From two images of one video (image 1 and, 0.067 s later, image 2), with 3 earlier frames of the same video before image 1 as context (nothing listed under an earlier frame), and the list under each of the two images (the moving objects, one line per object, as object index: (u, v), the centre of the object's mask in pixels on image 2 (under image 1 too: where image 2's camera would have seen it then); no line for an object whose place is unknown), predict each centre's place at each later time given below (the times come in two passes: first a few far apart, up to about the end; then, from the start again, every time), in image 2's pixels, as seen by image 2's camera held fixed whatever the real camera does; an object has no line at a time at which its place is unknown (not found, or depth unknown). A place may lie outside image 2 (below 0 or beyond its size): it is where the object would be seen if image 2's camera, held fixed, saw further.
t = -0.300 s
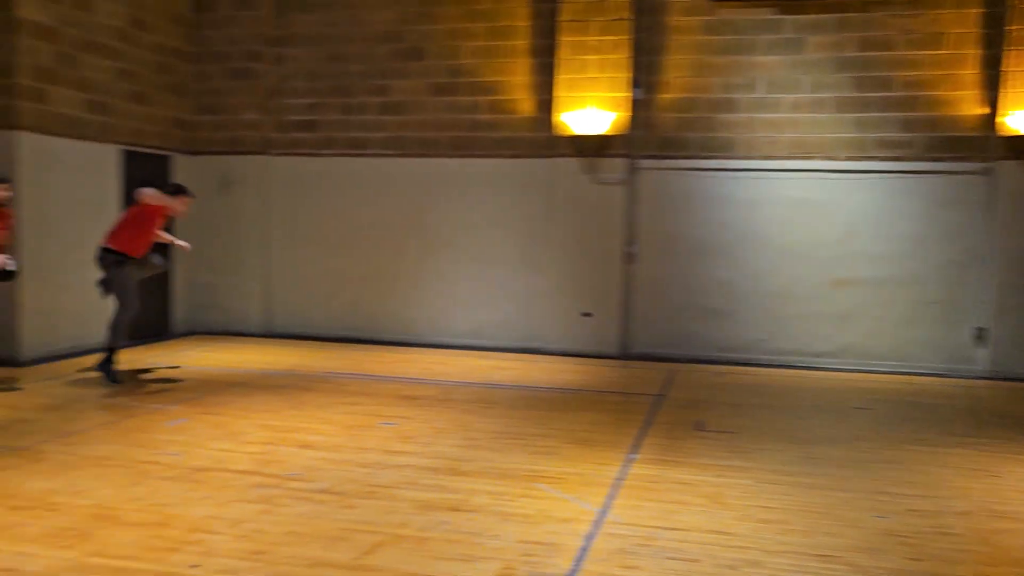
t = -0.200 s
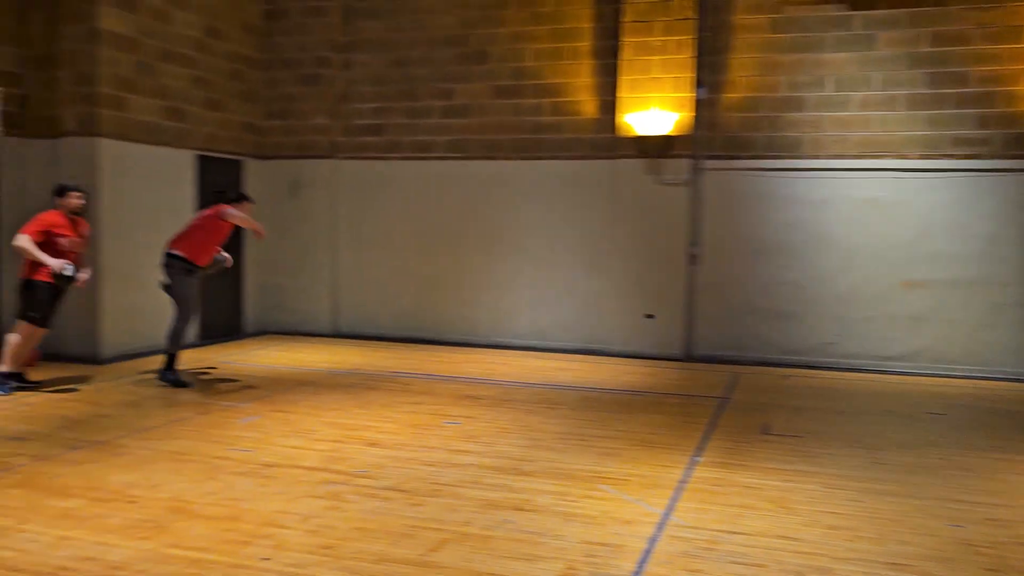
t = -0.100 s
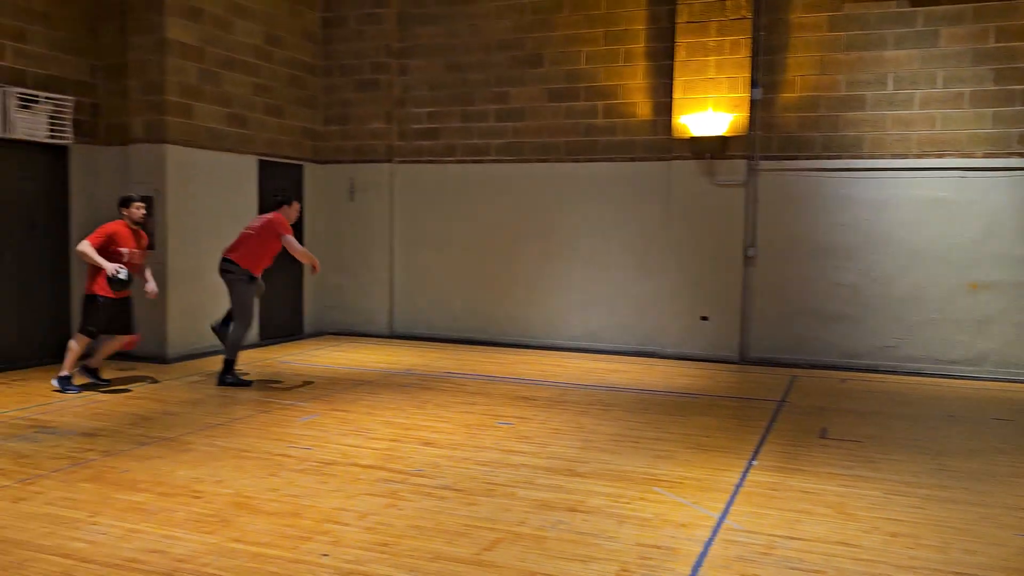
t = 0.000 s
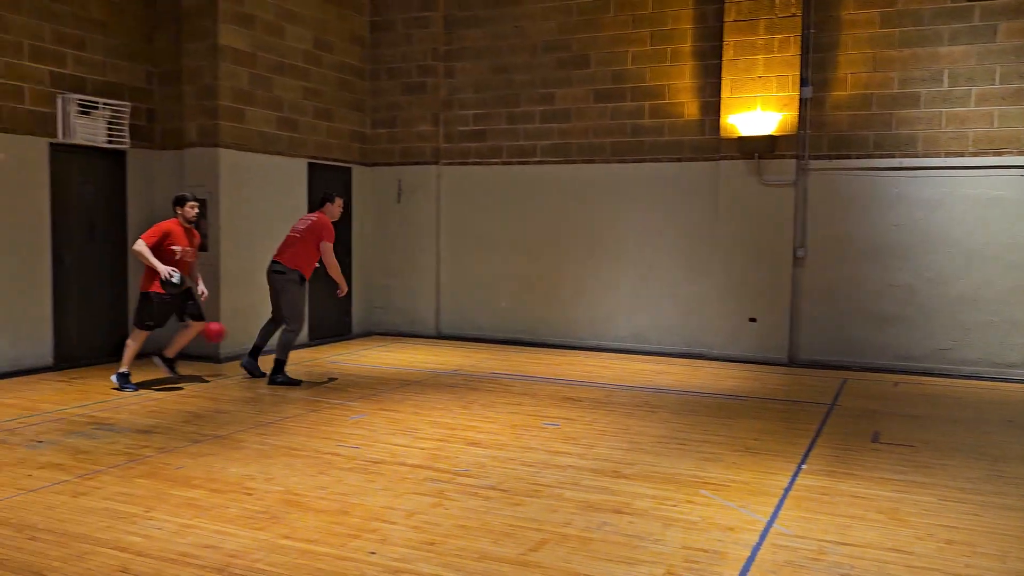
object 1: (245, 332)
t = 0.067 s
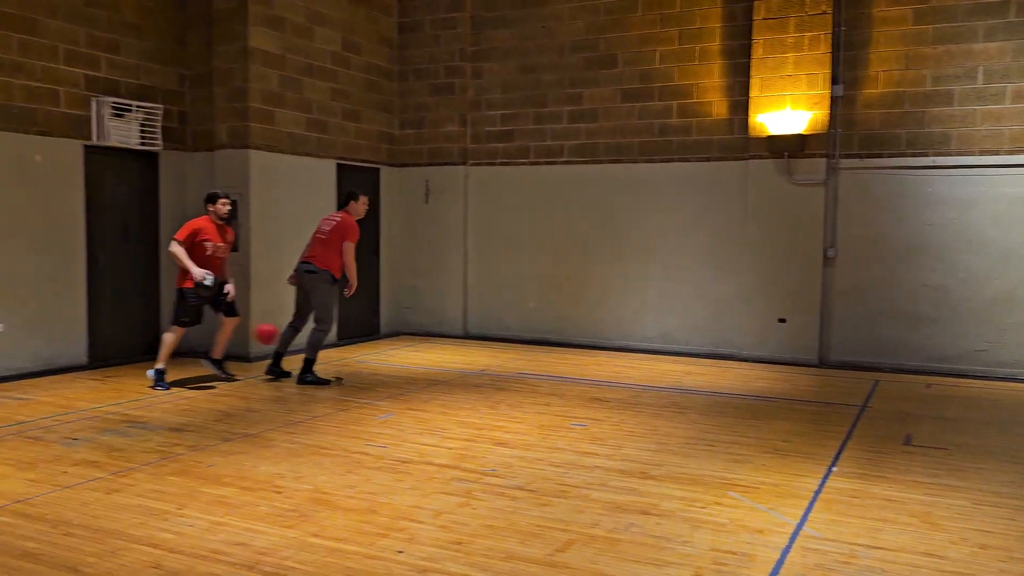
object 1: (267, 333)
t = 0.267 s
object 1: (341, 375)
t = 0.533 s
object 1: (459, 398)
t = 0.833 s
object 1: (638, 450)
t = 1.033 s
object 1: (799, 490)
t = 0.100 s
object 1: (278, 337)
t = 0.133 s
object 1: (290, 341)
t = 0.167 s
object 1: (304, 347)
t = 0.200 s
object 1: (315, 354)
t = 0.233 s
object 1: (328, 363)
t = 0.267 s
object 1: (341, 375)
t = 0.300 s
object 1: (354, 388)
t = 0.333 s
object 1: (369, 395)
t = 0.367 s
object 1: (383, 392)
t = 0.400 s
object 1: (397, 390)
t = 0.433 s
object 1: (412, 390)
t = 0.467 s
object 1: (428, 390)
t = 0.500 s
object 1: (443, 394)
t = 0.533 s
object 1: (459, 398)
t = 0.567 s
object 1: (477, 404)
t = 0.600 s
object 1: (494, 413)
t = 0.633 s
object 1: (512, 424)
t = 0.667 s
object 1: (535, 439)
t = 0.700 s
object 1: (554, 439)
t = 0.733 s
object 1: (575, 439)
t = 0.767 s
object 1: (596, 441)
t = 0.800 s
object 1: (618, 445)
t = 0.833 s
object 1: (638, 450)
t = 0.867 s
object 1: (662, 458)
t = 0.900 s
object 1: (687, 469)
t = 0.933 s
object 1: (716, 481)
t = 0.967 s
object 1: (743, 482)
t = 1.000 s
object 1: (770, 485)
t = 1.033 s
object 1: (799, 490)
